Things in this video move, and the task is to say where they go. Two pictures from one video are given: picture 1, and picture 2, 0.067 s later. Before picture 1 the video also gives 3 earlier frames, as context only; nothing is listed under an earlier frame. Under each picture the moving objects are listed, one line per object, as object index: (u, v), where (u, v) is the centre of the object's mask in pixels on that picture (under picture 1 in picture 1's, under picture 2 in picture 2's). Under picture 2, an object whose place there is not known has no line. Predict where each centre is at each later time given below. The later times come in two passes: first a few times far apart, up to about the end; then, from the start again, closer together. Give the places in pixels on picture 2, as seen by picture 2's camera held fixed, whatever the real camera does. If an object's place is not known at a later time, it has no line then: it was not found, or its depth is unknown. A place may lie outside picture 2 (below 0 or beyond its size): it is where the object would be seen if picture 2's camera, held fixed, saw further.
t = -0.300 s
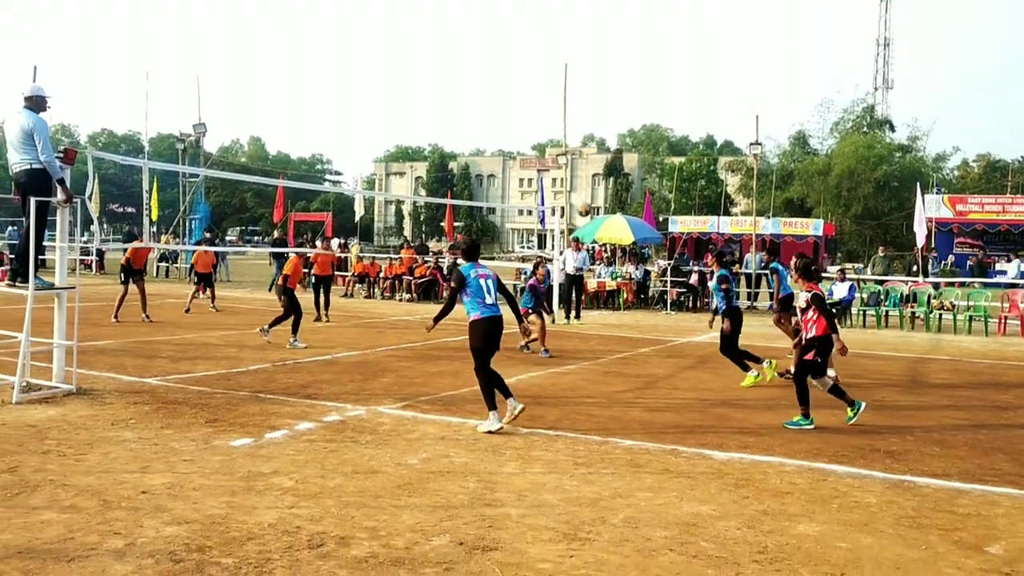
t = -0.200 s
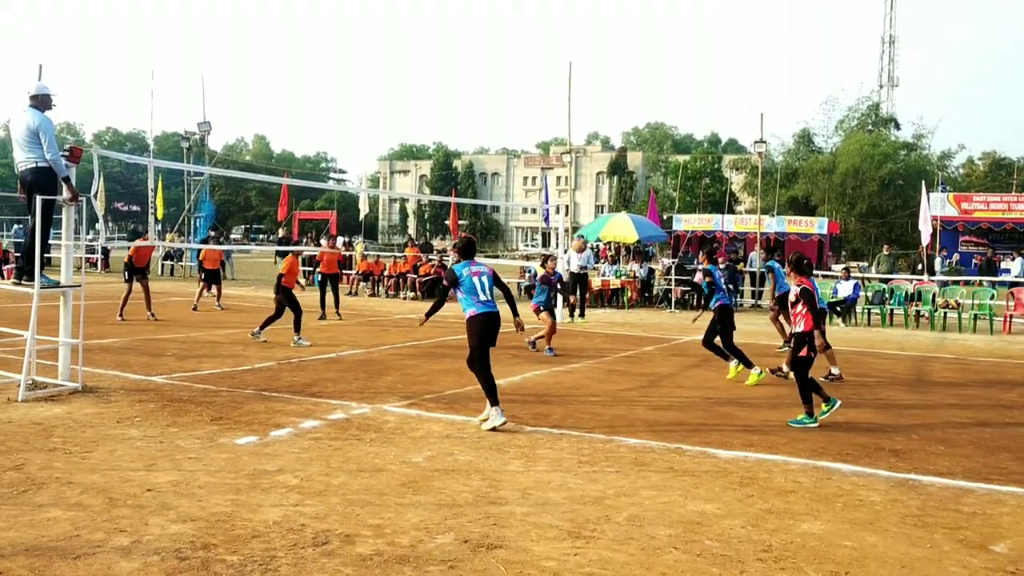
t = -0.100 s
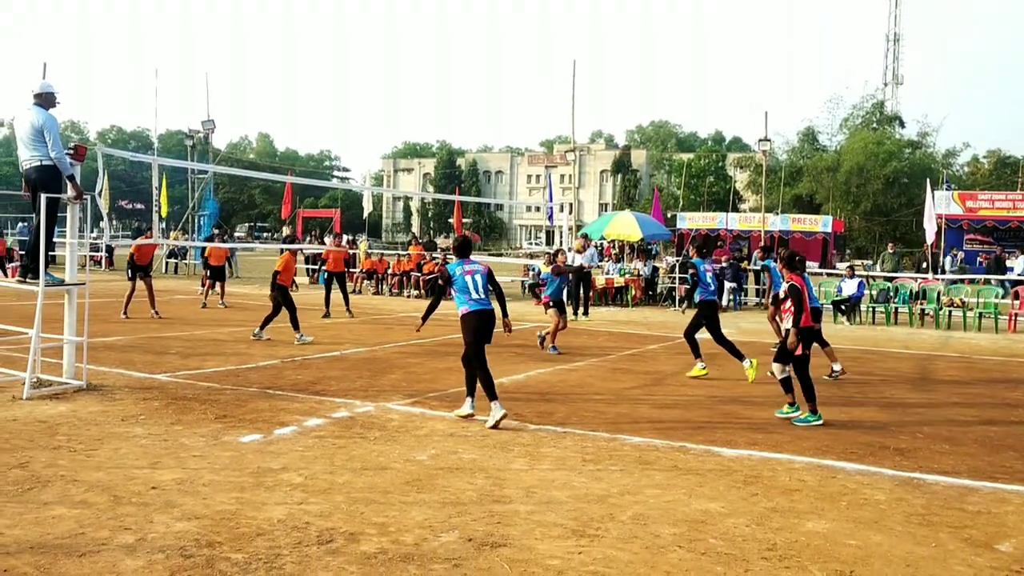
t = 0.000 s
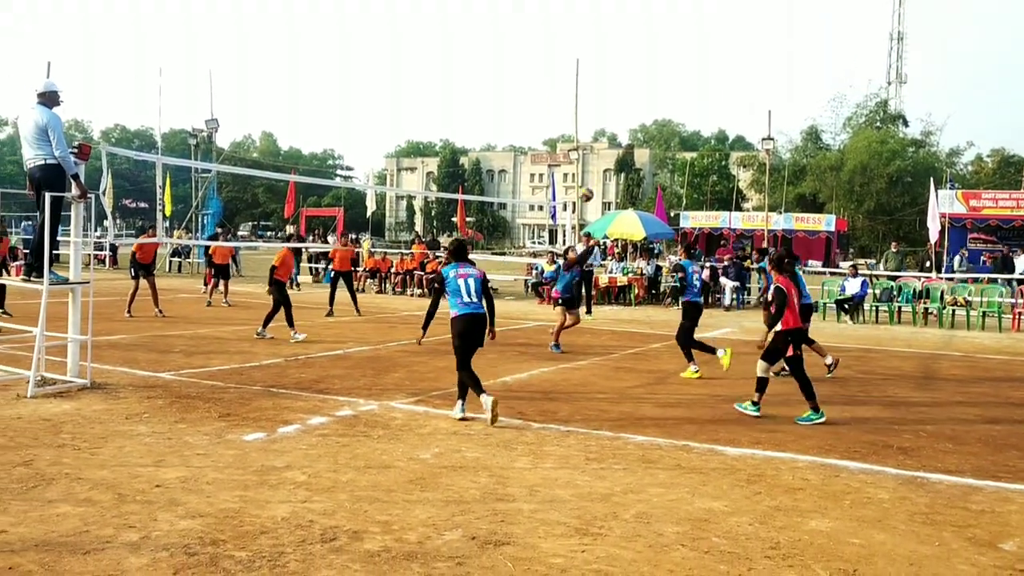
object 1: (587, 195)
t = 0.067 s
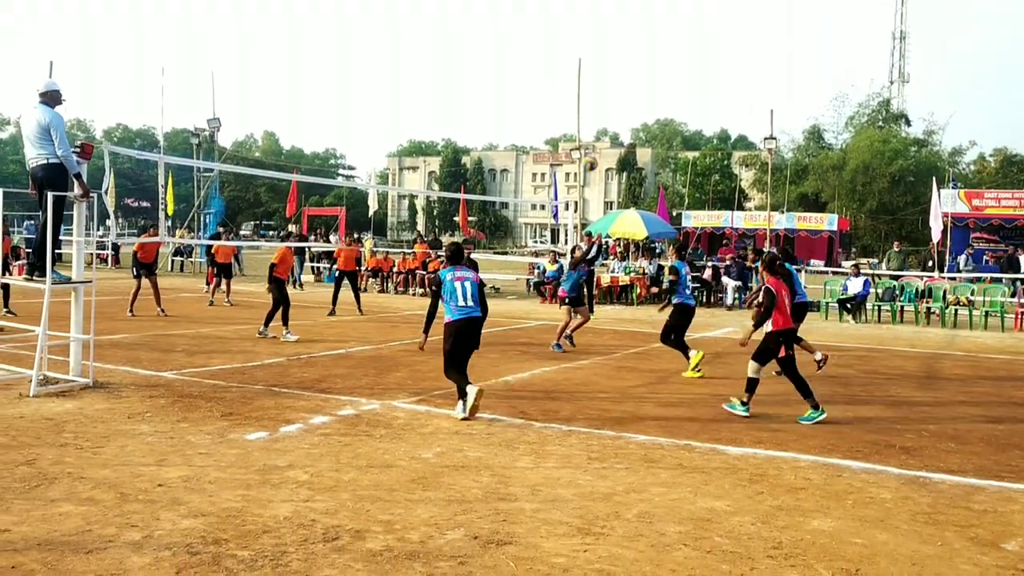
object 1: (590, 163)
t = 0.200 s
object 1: (594, 113)
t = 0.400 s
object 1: (599, 61)
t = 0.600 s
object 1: (603, 38)
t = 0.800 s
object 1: (606, 44)
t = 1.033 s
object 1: (607, 91)
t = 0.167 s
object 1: (593, 124)
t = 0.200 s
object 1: (594, 113)
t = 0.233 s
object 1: (594, 102)
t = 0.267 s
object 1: (596, 92)
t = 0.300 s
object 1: (596, 83)
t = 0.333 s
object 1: (597, 75)
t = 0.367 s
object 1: (598, 68)
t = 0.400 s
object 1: (599, 61)
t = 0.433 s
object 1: (600, 55)
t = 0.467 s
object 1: (601, 50)
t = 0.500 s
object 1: (601, 46)
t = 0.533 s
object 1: (602, 42)
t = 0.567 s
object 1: (603, 40)
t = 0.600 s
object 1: (603, 38)
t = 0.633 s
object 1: (604, 37)
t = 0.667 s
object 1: (604, 37)
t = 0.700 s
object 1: (605, 38)
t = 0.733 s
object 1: (605, 39)
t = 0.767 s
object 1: (606, 41)
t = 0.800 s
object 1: (606, 44)
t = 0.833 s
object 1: (606, 48)
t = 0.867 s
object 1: (606, 53)
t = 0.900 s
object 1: (606, 59)
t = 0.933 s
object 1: (607, 65)
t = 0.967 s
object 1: (607, 73)
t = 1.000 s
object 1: (607, 82)
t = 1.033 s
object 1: (607, 91)
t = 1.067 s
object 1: (608, 101)
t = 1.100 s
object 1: (608, 111)
